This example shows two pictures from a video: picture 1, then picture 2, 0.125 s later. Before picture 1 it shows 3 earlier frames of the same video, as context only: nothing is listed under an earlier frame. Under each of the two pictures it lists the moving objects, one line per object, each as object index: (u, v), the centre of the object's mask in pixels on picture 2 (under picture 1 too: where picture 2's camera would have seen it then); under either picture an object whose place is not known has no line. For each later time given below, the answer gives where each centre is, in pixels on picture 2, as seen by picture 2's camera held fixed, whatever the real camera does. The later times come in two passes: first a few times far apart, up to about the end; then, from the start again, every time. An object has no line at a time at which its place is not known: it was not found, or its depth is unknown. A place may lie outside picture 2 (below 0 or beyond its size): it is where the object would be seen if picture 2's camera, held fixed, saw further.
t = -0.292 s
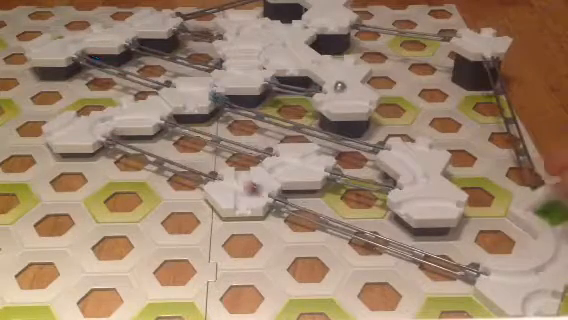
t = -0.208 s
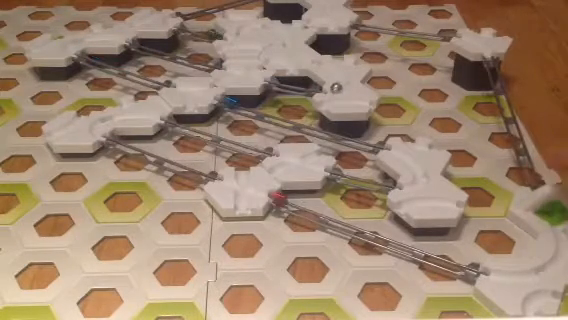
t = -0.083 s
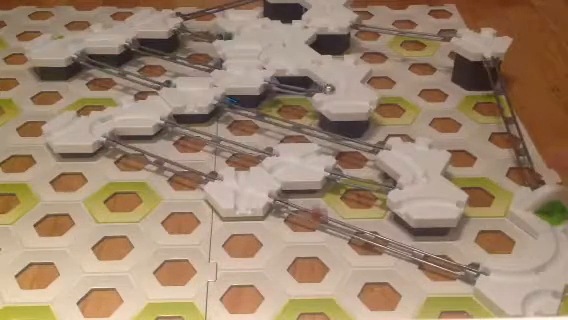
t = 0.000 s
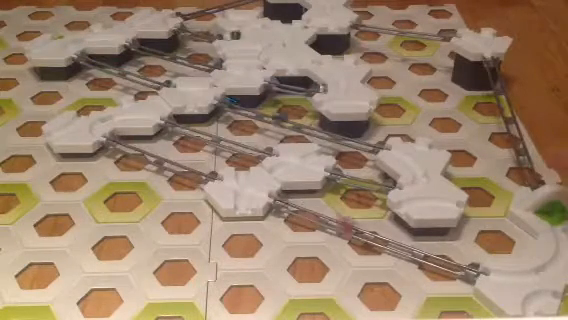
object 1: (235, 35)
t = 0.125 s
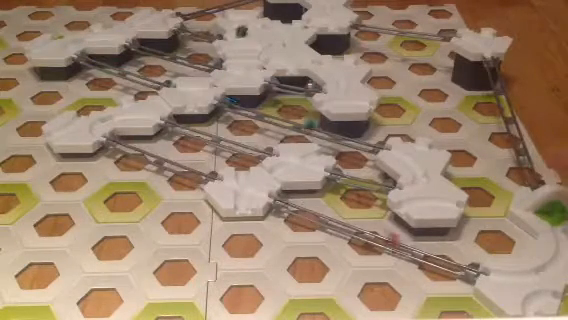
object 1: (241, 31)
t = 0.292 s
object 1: (248, 24)
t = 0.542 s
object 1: (276, 23)
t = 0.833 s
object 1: (288, 38)
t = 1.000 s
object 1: (289, 45)
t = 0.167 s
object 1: (241, 30)
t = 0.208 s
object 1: (243, 28)
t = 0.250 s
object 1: (246, 25)
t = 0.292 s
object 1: (248, 24)
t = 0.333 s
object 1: (252, 22)
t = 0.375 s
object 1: (257, 22)
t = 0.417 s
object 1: (261, 21)
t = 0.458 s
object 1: (266, 23)
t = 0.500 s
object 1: (269, 24)
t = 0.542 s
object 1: (276, 23)
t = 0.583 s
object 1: (277, 24)
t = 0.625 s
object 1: (278, 25)
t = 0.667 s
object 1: (280, 27)
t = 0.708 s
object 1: (284, 29)
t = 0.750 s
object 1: (285, 34)
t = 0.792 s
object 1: (287, 36)
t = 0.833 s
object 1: (288, 38)
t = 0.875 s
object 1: (288, 39)
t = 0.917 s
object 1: (289, 42)
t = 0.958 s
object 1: (289, 43)
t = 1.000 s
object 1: (289, 45)
